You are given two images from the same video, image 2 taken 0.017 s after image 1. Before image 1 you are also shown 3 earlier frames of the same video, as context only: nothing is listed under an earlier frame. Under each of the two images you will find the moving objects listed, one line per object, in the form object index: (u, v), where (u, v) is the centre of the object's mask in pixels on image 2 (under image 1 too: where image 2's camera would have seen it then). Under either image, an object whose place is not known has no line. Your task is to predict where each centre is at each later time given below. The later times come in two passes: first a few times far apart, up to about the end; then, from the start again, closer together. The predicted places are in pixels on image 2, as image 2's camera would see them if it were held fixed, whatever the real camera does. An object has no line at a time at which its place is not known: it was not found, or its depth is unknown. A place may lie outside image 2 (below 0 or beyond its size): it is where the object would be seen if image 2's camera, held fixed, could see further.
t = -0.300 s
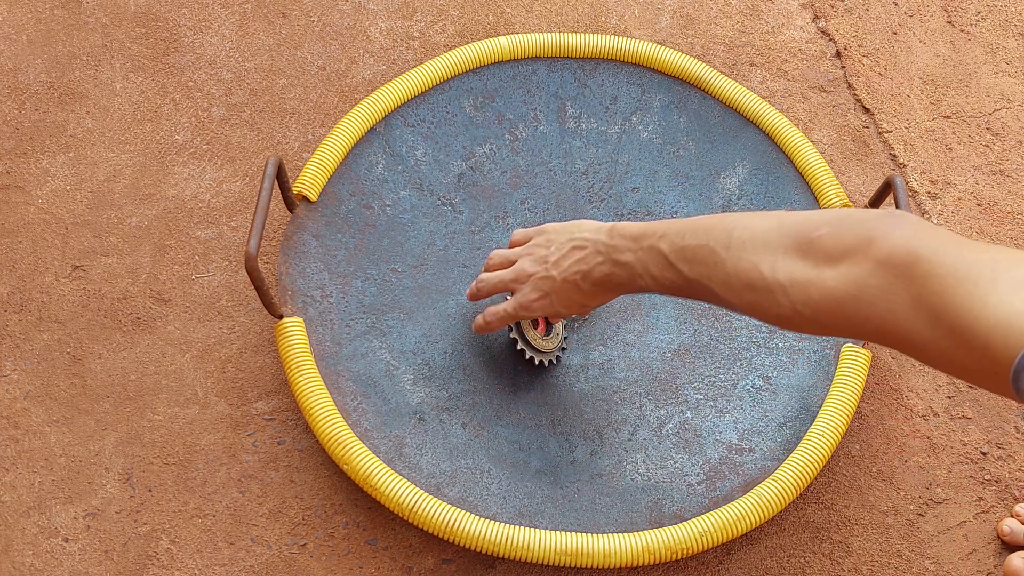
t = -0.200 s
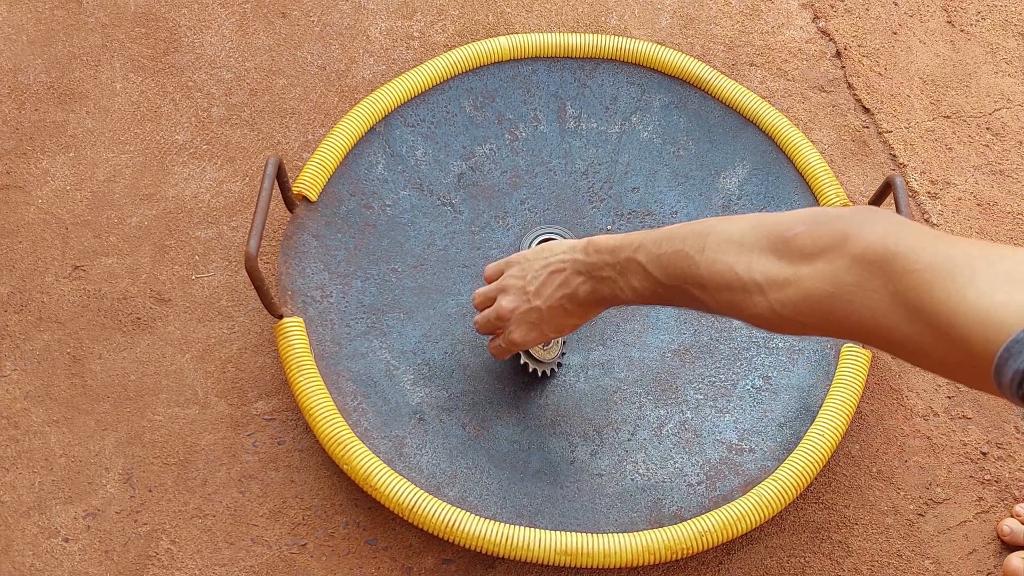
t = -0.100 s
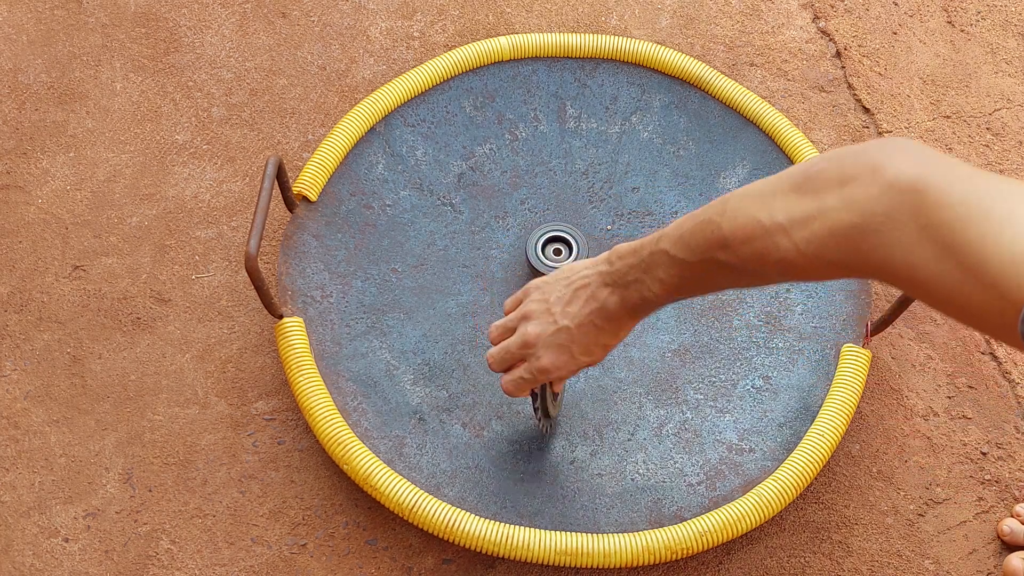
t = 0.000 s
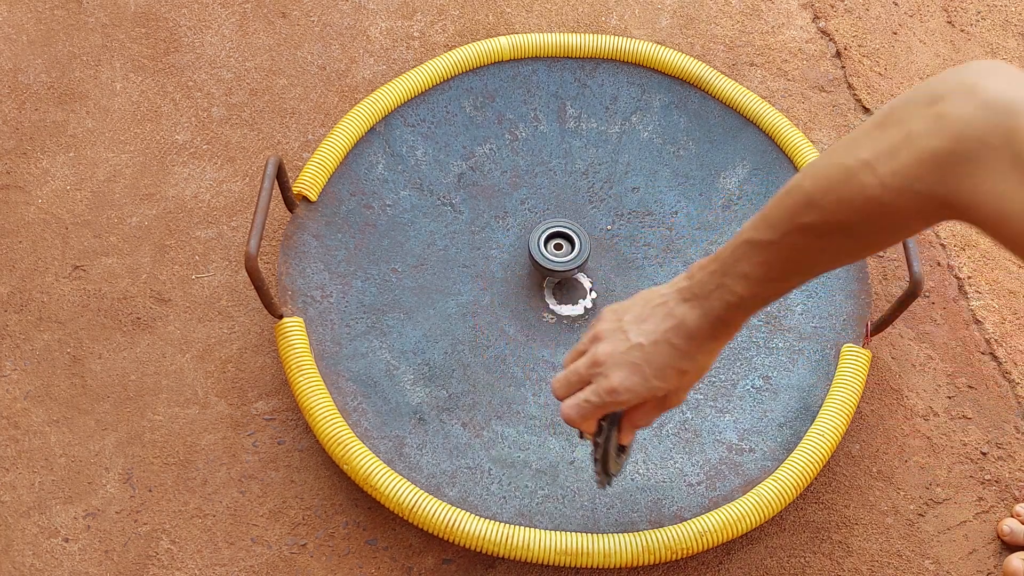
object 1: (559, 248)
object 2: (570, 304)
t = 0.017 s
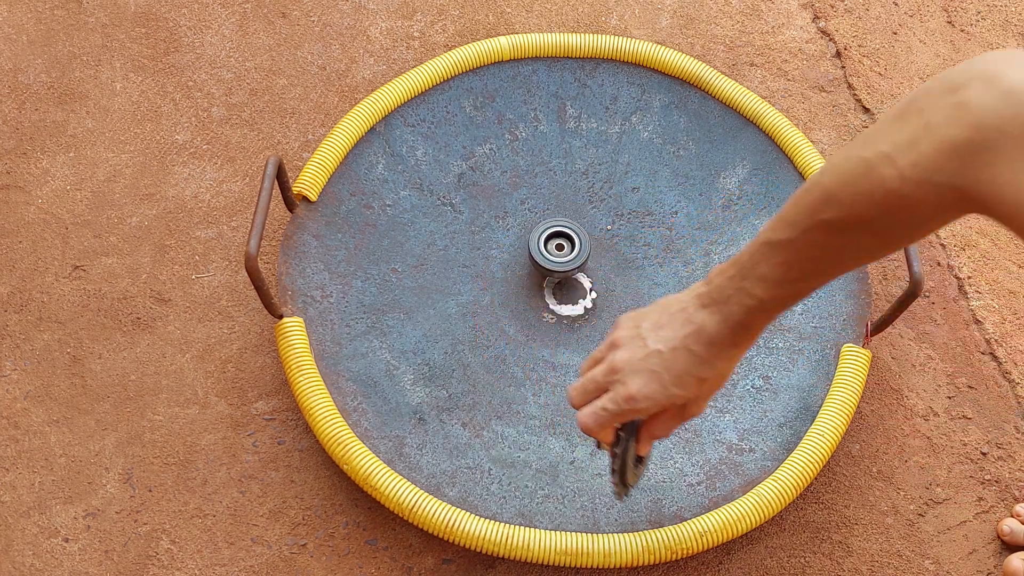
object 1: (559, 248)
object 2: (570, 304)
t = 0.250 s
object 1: (559, 251)
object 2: (570, 304)
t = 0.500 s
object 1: (553, 265)
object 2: (578, 301)
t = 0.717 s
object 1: (552, 291)
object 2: (587, 293)
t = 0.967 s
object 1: (551, 306)
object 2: (578, 280)
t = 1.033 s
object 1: (550, 307)
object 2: (578, 280)
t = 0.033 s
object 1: (560, 248)
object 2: (570, 304)
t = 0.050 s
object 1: (561, 248)
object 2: (570, 304)
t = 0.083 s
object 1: (562, 248)
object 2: (570, 304)
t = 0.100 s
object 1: (563, 248)
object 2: (570, 304)
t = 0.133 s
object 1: (562, 248)
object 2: (570, 304)
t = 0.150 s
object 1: (561, 248)
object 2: (570, 304)
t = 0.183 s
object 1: (559, 249)
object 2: (570, 304)
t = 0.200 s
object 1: (558, 250)
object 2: (570, 304)
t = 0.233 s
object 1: (559, 250)
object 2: (570, 304)
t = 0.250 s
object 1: (559, 251)
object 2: (570, 304)
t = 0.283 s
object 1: (560, 252)
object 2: (570, 304)
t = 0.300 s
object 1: (559, 252)
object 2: (571, 304)
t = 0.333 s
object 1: (557, 254)
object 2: (571, 304)
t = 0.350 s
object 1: (557, 256)
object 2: (571, 304)
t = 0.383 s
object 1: (556, 258)
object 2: (571, 304)
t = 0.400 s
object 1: (555, 259)
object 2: (571, 304)
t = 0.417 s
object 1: (554, 260)
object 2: (571, 304)
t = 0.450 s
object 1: (554, 261)
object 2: (571, 304)
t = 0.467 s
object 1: (554, 263)
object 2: (576, 304)
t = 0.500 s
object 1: (553, 265)
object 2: (578, 301)
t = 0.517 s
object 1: (553, 267)
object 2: (578, 301)
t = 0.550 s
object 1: (553, 270)
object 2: (578, 301)
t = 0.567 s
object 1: (552, 272)
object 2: (578, 301)
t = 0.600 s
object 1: (553, 275)
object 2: (579, 302)
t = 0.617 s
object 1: (552, 278)
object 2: (580, 301)
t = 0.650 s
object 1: (552, 282)
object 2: (583, 300)
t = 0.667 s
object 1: (552, 284)
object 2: (585, 299)
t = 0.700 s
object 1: (552, 289)
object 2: (586, 296)
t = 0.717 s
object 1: (552, 291)
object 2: (587, 293)
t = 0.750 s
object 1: (553, 296)
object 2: (584, 286)
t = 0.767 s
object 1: (553, 299)
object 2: (582, 283)
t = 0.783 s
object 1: (553, 300)
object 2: (581, 282)
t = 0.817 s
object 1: (553, 302)
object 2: (580, 281)
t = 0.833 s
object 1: (553, 303)
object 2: (579, 281)
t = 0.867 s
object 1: (552, 304)
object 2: (579, 281)
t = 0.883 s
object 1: (552, 304)
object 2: (578, 281)
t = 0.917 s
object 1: (552, 305)
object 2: (578, 280)
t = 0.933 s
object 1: (551, 305)
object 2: (578, 280)
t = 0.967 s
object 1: (551, 306)
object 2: (578, 280)
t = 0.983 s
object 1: (551, 307)
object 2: (578, 280)
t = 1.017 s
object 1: (550, 307)
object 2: (578, 280)
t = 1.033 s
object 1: (550, 307)
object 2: (578, 280)
